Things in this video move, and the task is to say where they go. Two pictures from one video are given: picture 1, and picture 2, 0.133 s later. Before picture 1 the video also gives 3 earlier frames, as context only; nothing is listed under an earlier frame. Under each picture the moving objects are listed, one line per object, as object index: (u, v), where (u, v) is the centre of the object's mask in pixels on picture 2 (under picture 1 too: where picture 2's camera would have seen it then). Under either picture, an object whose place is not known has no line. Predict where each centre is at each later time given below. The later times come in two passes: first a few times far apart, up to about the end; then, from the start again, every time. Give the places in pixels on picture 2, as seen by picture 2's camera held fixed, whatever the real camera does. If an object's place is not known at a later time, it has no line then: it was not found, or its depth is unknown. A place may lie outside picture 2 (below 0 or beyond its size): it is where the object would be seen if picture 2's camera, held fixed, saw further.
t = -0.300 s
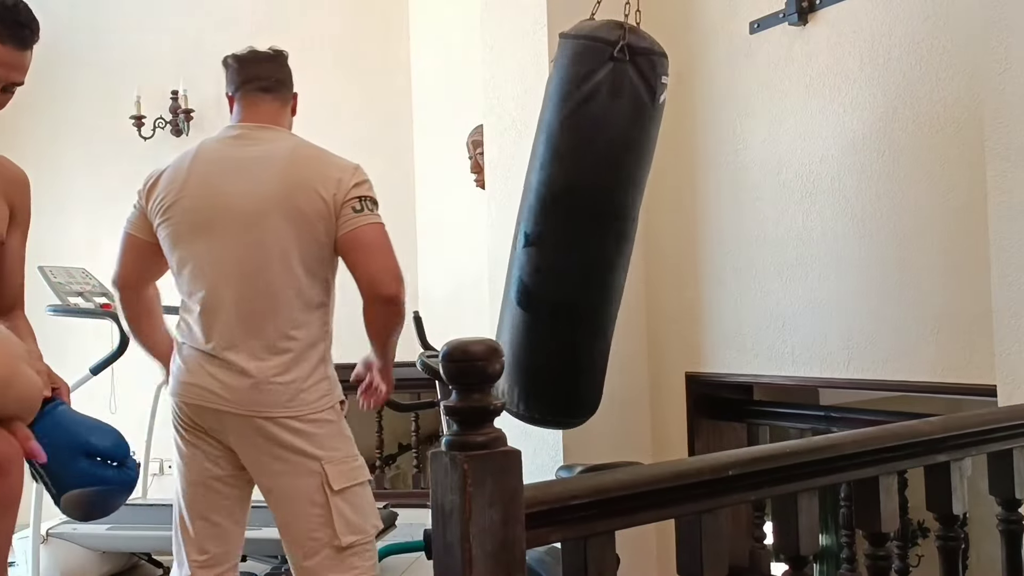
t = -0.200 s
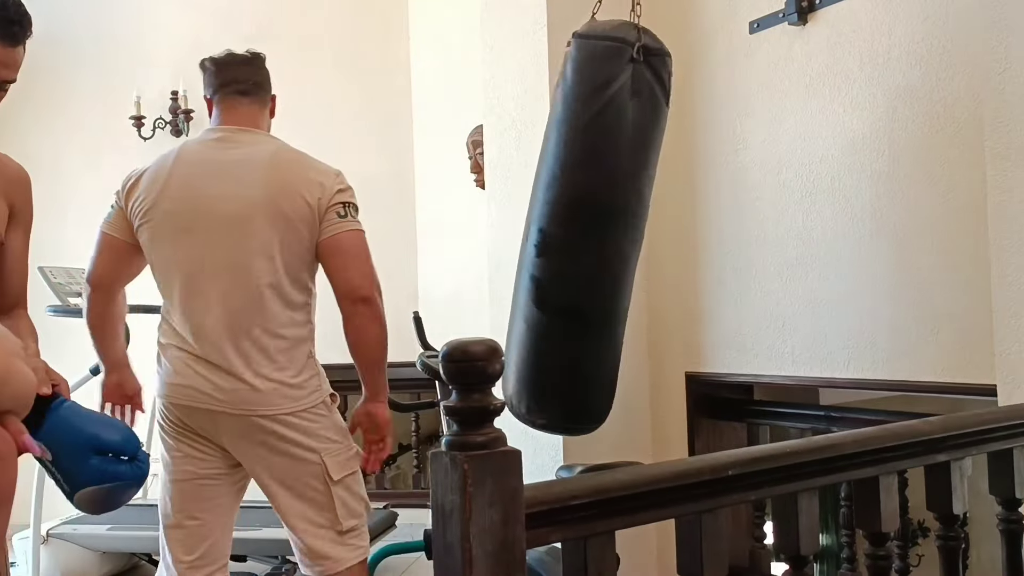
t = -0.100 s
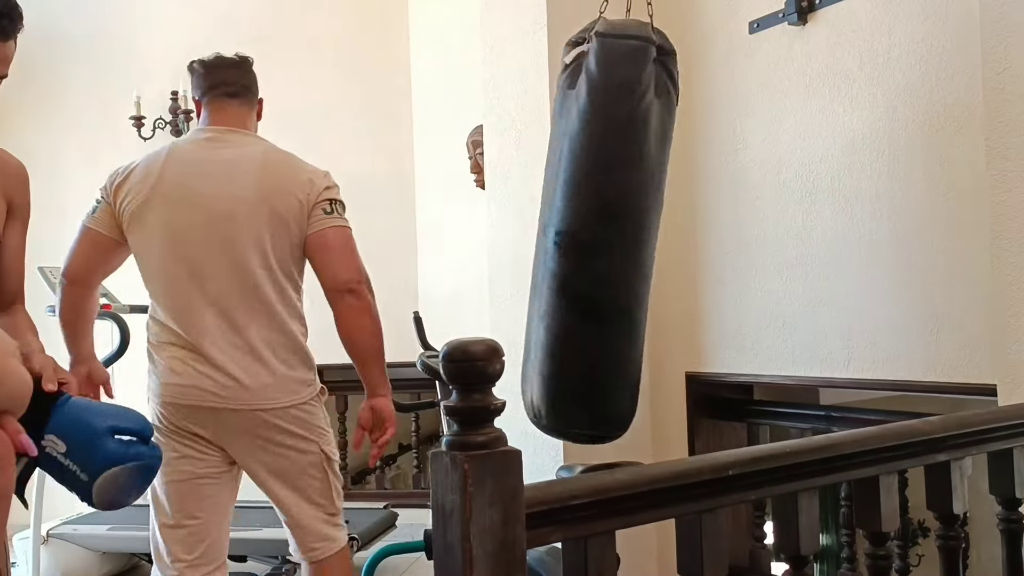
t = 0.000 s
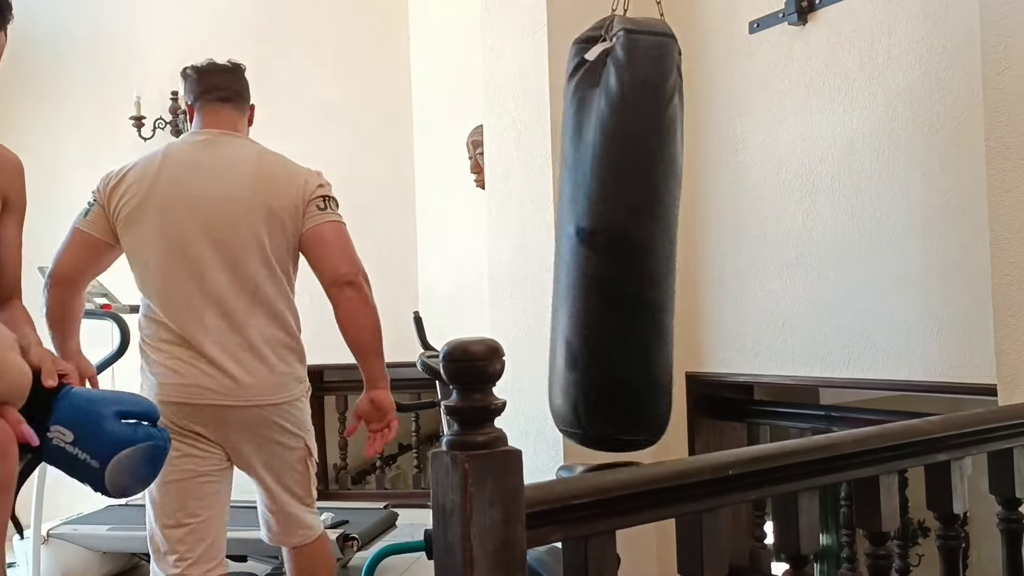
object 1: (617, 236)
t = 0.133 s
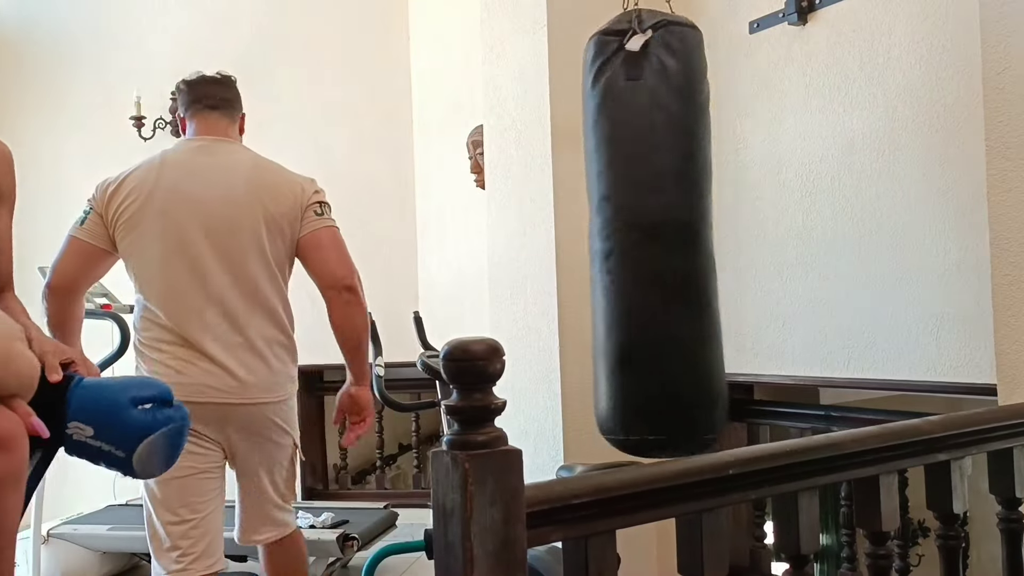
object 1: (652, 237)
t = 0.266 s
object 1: (691, 232)
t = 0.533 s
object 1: (745, 224)
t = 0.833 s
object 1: (732, 225)
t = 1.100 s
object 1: (670, 233)
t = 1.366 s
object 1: (607, 226)
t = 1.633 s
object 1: (579, 220)
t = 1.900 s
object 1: (597, 229)
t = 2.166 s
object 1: (656, 238)
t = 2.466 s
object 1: (726, 227)
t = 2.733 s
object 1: (743, 226)
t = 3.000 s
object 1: (703, 232)
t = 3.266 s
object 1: (635, 233)
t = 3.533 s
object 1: (585, 227)
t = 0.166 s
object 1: (662, 236)
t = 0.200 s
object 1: (672, 235)
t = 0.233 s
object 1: (682, 233)
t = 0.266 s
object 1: (691, 232)
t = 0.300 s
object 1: (701, 230)
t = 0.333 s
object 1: (710, 229)
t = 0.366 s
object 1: (719, 228)
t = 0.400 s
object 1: (726, 227)
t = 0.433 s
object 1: (732, 226)
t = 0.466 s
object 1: (737, 225)
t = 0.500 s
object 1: (742, 224)
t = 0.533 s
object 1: (745, 224)
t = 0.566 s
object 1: (748, 224)
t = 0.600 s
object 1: (749, 224)
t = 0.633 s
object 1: (750, 225)
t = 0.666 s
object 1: (749, 225)
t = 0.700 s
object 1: (748, 224)
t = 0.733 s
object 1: (745, 224)
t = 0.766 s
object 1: (741, 224)
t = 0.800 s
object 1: (737, 224)
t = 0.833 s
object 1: (732, 225)
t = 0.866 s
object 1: (726, 225)
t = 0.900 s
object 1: (719, 226)
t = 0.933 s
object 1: (712, 228)
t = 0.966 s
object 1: (704, 229)
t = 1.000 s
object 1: (696, 230)
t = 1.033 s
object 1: (688, 232)
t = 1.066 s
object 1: (679, 232)
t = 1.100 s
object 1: (670, 233)
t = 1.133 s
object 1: (662, 232)
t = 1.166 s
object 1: (653, 232)
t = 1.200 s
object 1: (644, 231)
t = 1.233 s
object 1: (636, 231)
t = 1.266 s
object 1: (628, 230)
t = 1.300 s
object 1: (621, 229)
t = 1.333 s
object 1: (614, 228)
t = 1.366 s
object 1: (607, 226)
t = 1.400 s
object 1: (601, 225)
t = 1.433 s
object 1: (596, 224)
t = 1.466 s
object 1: (591, 223)
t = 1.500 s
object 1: (587, 223)
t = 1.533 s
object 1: (584, 222)
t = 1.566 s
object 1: (581, 221)
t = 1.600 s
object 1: (580, 221)
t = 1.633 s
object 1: (579, 220)
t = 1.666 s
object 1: (579, 220)
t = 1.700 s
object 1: (579, 220)
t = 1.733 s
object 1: (581, 221)
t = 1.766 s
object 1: (582, 222)
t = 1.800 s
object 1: (585, 224)
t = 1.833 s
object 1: (588, 226)
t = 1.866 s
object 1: (592, 228)
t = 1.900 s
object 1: (597, 229)
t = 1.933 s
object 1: (602, 231)
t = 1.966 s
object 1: (608, 233)
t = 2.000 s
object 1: (615, 235)
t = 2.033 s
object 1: (623, 236)
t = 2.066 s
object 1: (631, 237)
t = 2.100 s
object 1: (639, 238)
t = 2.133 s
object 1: (647, 238)
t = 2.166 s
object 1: (656, 238)
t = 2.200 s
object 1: (664, 237)
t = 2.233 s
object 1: (673, 235)
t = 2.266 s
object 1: (681, 234)
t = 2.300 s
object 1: (690, 232)
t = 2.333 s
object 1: (698, 231)
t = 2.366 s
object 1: (706, 230)
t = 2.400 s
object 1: (713, 229)
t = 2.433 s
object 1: (720, 228)
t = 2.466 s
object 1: (726, 227)
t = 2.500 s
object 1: (732, 226)
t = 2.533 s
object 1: (736, 226)
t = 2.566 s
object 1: (740, 225)
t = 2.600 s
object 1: (742, 225)
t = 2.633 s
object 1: (744, 225)
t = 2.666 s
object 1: (745, 226)
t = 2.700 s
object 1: (744, 226)
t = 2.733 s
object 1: (743, 226)
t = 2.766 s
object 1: (741, 227)
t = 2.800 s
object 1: (737, 227)
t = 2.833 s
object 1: (733, 226)
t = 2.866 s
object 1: (728, 227)
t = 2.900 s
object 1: (722, 228)
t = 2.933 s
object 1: (716, 229)
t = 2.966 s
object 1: (710, 230)
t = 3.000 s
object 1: (703, 232)
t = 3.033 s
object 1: (695, 234)
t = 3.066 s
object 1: (687, 235)
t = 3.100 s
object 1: (679, 236)
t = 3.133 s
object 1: (670, 236)
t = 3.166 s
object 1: (661, 236)
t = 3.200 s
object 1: (652, 235)
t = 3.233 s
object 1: (643, 234)
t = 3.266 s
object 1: (635, 233)
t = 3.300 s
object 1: (627, 232)
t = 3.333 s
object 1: (619, 231)
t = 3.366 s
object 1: (612, 229)
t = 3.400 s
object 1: (606, 228)
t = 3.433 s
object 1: (599, 226)
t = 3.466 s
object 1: (594, 225)
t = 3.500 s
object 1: (589, 225)
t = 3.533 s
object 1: (585, 227)
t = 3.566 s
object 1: (581, 230)
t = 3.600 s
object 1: (578, 232)
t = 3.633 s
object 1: (575, 235)
